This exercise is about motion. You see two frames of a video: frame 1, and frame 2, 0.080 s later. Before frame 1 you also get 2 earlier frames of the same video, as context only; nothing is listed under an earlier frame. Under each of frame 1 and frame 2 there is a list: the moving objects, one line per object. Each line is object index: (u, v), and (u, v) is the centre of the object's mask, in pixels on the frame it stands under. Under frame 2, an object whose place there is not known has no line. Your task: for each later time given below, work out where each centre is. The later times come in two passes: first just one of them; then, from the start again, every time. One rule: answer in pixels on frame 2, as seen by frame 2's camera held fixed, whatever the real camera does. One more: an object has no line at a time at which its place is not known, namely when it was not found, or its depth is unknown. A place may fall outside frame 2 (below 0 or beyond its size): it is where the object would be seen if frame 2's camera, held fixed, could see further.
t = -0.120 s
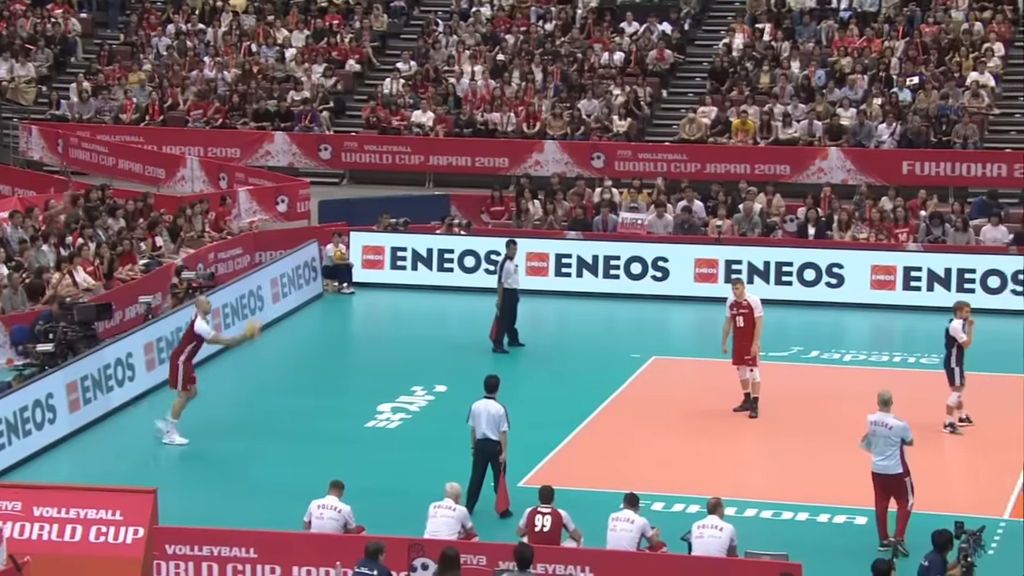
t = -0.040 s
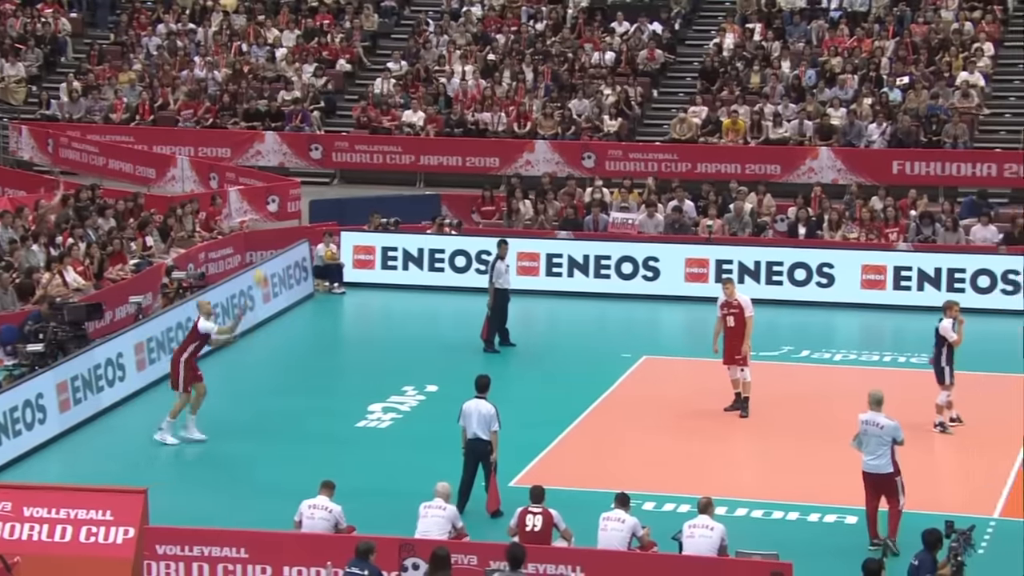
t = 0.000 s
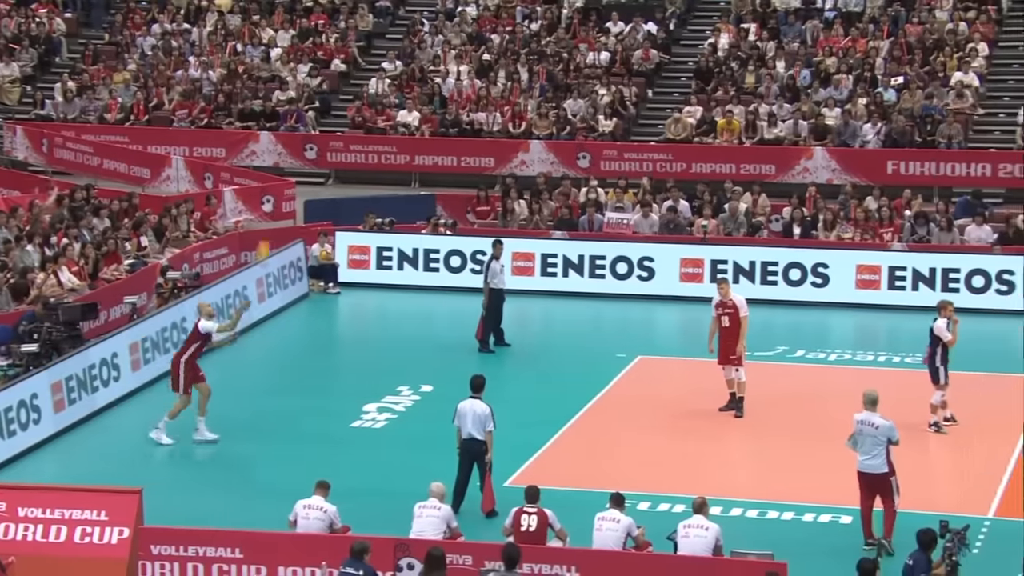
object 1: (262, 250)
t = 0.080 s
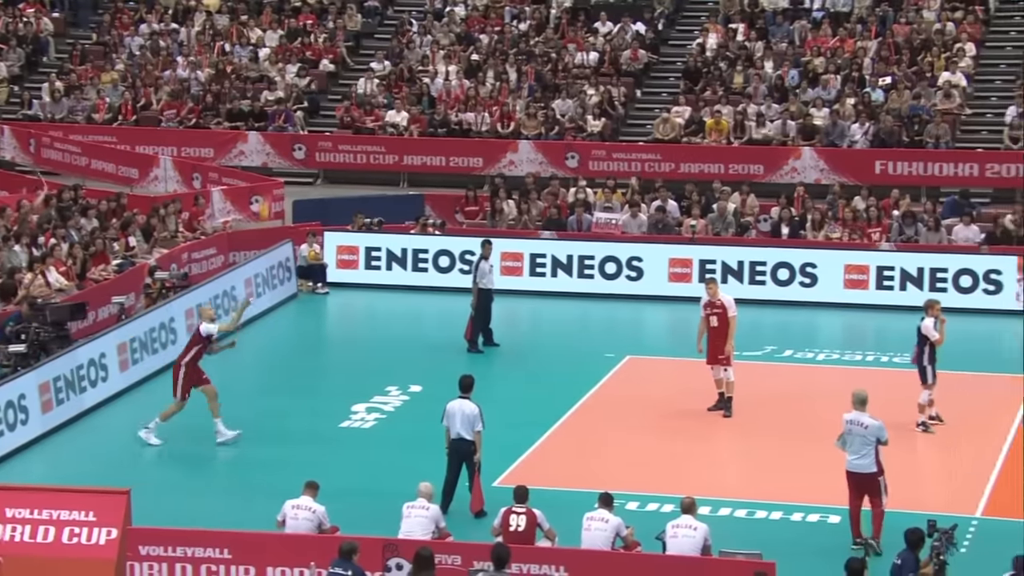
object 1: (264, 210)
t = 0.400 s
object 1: (321, 81)
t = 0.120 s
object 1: (273, 188)
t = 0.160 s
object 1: (280, 171)
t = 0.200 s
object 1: (288, 153)
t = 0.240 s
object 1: (295, 135)
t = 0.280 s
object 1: (301, 122)
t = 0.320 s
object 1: (307, 106)
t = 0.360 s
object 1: (314, 94)
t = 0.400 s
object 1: (321, 81)
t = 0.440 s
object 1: (327, 72)
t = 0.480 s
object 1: (336, 60)
